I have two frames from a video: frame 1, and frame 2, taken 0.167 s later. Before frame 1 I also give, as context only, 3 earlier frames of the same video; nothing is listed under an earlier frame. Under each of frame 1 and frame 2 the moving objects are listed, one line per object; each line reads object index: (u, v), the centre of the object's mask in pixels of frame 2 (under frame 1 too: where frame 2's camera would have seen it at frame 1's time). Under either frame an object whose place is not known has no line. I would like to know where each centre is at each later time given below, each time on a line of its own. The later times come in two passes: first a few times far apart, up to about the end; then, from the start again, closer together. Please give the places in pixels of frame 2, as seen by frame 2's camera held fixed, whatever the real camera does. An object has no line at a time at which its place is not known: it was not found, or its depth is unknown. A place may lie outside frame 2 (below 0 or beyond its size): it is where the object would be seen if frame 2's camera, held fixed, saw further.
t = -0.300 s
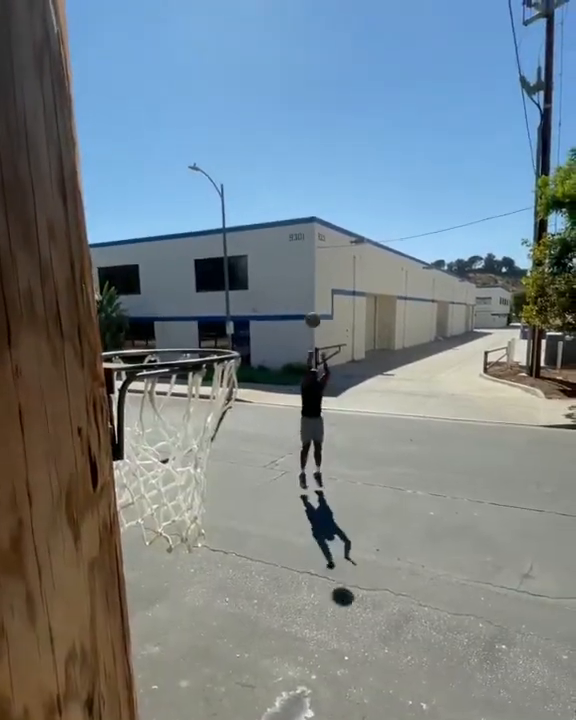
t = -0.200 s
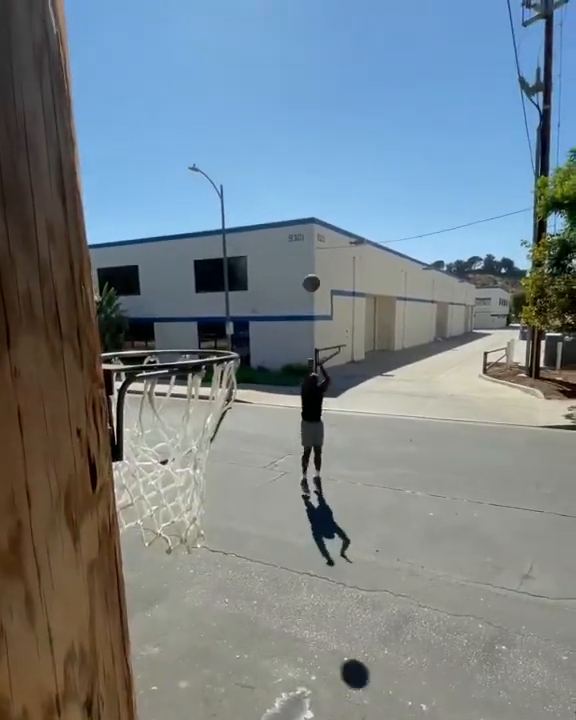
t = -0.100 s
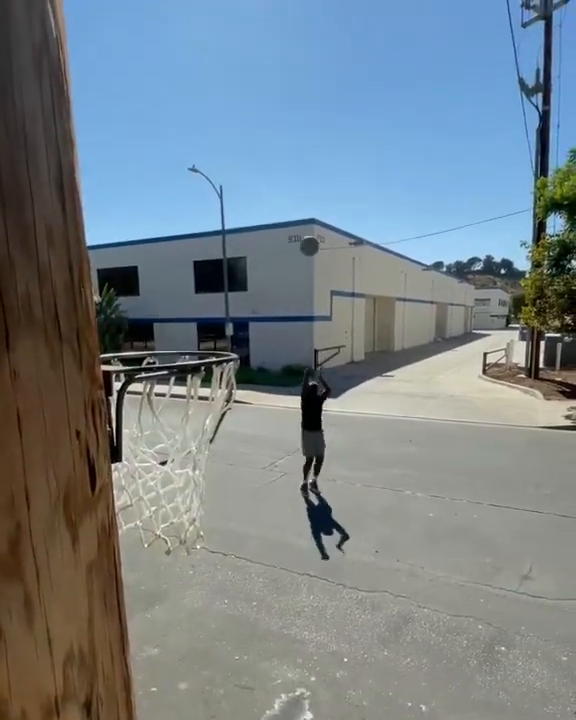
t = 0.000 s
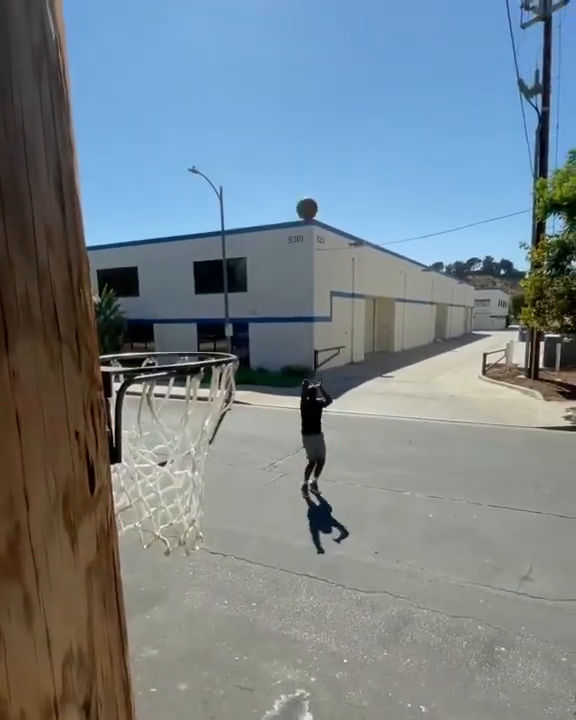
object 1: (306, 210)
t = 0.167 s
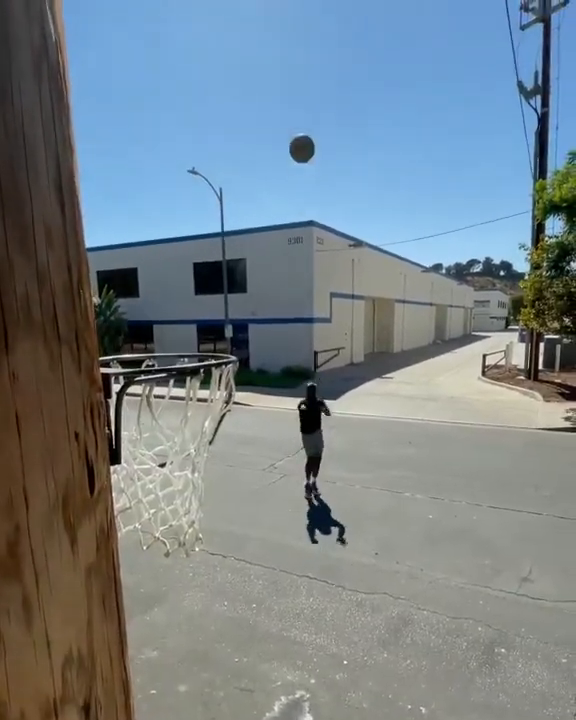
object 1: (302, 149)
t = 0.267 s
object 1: (298, 114)
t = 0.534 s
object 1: (280, 48)
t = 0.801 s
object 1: (228, 127)
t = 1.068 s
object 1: (161, 347)
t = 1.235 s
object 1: (167, 356)
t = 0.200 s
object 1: (301, 137)
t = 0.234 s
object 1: (299, 125)
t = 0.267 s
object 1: (298, 114)
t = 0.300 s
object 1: (296, 104)
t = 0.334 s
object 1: (295, 93)
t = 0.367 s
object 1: (293, 84)
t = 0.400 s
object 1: (291, 74)
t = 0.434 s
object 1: (288, 66)
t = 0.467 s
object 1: (286, 59)
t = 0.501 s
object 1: (283, 53)
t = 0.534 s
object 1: (280, 48)
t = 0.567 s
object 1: (276, 46)
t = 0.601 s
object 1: (272, 45)
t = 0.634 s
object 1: (267, 47)
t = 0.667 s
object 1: (261, 52)
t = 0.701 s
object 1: (255, 62)
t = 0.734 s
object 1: (247, 76)
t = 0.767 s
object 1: (239, 97)
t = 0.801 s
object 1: (228, 127)
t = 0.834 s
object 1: (215, 169)
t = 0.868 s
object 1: (198, 227)
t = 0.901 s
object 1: (176, 308)
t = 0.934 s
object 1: (163, 349)
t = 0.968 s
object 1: (161, 339)
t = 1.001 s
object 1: (161, 338)
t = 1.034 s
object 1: (162, 341)
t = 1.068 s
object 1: (161, 347)
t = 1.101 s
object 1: (164, 351)
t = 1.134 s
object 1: (163, 350)
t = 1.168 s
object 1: (161, 349)
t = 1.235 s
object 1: (167, 356)
